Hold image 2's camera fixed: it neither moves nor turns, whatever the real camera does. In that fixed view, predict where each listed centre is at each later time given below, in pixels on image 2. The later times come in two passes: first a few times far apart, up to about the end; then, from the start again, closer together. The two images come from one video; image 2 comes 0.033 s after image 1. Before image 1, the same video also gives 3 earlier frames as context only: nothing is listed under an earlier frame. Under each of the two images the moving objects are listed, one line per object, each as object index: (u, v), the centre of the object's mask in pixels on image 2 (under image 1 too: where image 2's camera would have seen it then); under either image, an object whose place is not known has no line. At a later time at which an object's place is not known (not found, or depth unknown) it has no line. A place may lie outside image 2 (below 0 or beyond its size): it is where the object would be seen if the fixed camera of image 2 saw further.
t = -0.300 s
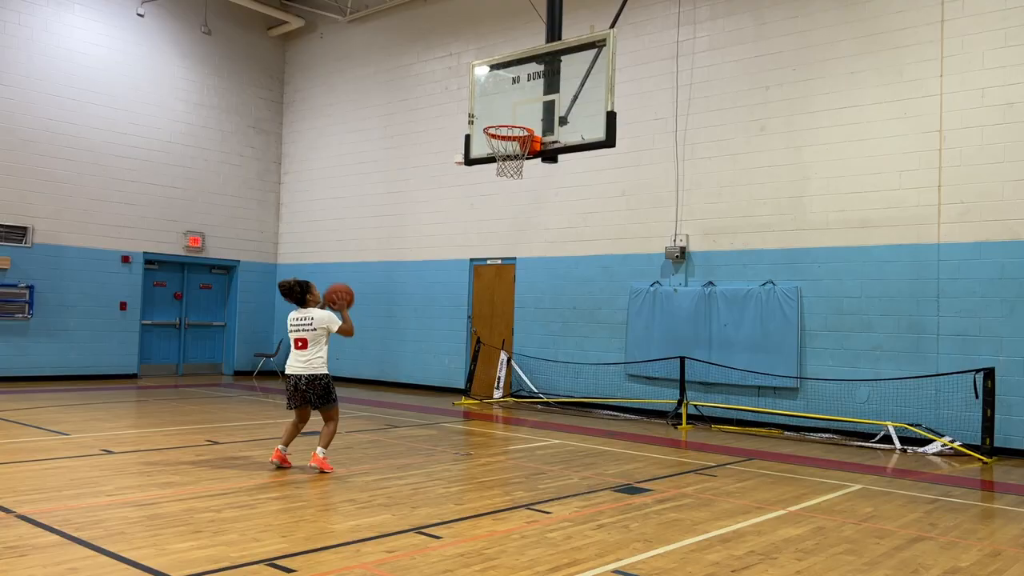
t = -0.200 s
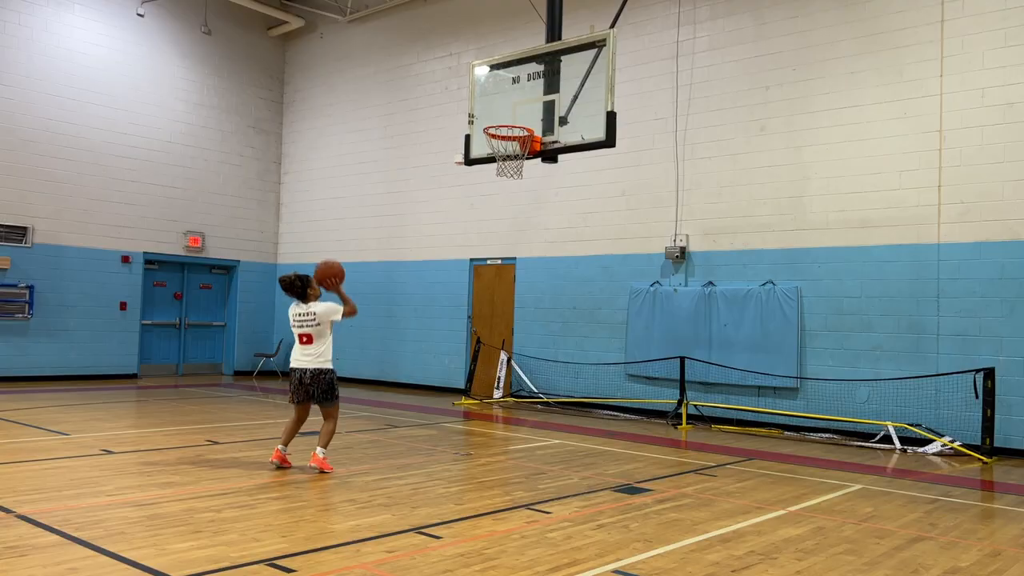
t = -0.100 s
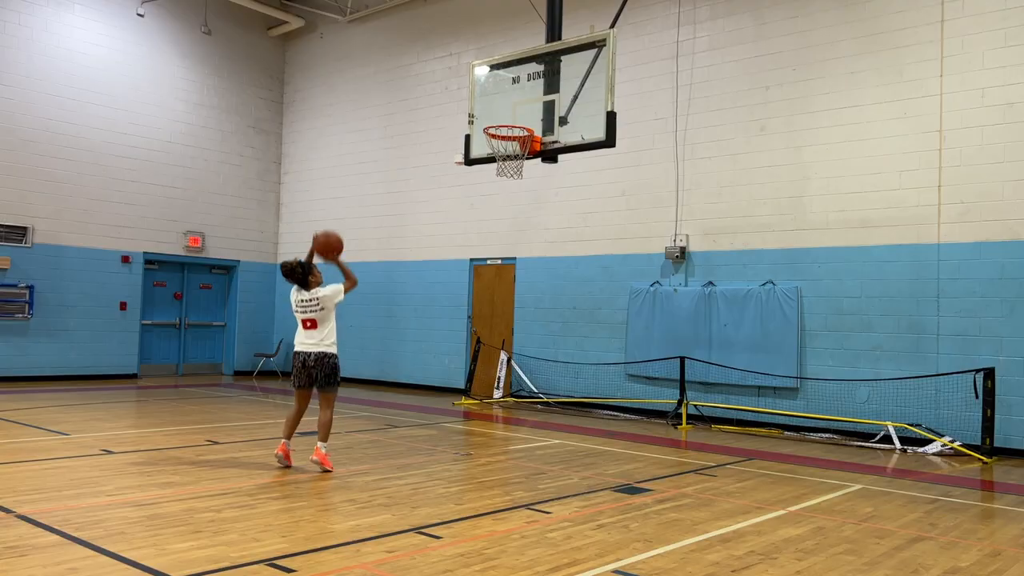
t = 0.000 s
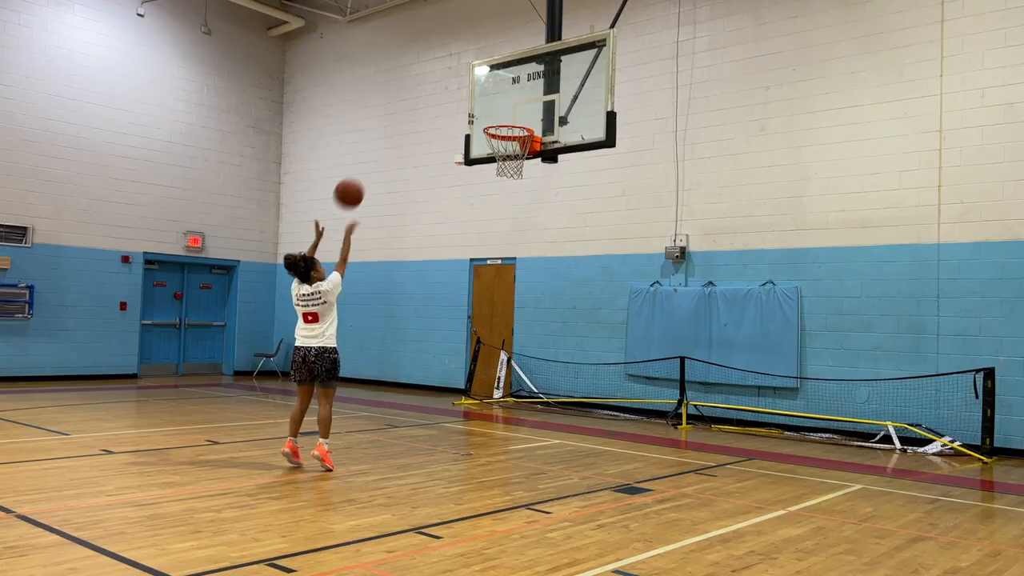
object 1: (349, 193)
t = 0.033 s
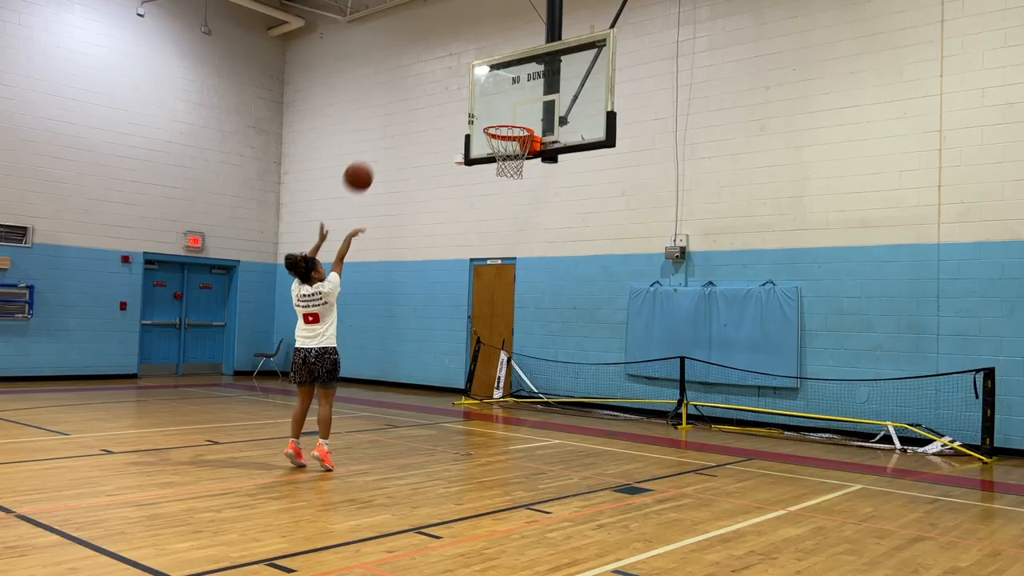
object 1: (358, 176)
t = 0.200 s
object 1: (401, 116)
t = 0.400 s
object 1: (447, 89)
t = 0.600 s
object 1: (487, 104)
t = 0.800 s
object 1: (513, 148)
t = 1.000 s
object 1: (509, 205)
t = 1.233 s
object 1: (502, 319)
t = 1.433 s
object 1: (494, 434)
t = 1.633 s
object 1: (485, 335)
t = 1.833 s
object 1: (472, 282)
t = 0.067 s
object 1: (367, 161)
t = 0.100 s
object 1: (376, 148)
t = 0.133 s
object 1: (385, 136)
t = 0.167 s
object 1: (393, 125)
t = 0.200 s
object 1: (401, 116)
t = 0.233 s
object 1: (409, 109)
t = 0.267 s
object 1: (417, 102)
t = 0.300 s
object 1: (425, 97)
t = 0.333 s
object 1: (432, 93)
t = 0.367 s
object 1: (440, 90)
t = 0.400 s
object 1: (447, 89)
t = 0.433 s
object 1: (454, 89)
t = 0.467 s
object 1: (461, 89)
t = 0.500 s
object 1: (468, 92)
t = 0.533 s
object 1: (474, 95)
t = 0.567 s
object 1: (481, 99)
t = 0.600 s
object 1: (487, 104)
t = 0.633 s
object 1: (493, 110)
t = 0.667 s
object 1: (499, 115)
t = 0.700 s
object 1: (505, 120)
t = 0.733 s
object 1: (510, 135)
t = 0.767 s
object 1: (513, 141)
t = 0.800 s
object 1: (513, 148)
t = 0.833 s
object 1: (511, 158)
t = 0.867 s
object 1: (511, 166)
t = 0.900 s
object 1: (511, 175)
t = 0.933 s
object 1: (510, 183)
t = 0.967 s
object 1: (509, 193)
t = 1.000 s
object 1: (509, 205)
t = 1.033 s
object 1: (508, 217)
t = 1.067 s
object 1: (507, 231)
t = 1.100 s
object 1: (506, 245)
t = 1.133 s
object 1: (506, 262)
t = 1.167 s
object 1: (504, 280)
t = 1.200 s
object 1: (503, 299)
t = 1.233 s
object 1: (502, 319)
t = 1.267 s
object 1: (502, 339)
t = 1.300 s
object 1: (501, 364)
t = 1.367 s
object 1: (498, 417)
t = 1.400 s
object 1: (496, 444)
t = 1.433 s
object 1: (494, 434)
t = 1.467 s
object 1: (493, 416)
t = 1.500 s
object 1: (490, 396)
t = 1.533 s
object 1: (488, 380)
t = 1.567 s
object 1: (487, 362)
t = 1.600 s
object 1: (486, 349)
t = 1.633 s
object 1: (485, 335)
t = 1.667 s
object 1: (483, 324)
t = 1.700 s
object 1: (481, 312)
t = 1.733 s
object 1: (478, 303)
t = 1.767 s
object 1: (476, 295)
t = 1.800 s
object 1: (474, 288)
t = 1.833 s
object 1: (472, 282)
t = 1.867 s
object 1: (470, 277)
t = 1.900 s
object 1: (467, 273)
